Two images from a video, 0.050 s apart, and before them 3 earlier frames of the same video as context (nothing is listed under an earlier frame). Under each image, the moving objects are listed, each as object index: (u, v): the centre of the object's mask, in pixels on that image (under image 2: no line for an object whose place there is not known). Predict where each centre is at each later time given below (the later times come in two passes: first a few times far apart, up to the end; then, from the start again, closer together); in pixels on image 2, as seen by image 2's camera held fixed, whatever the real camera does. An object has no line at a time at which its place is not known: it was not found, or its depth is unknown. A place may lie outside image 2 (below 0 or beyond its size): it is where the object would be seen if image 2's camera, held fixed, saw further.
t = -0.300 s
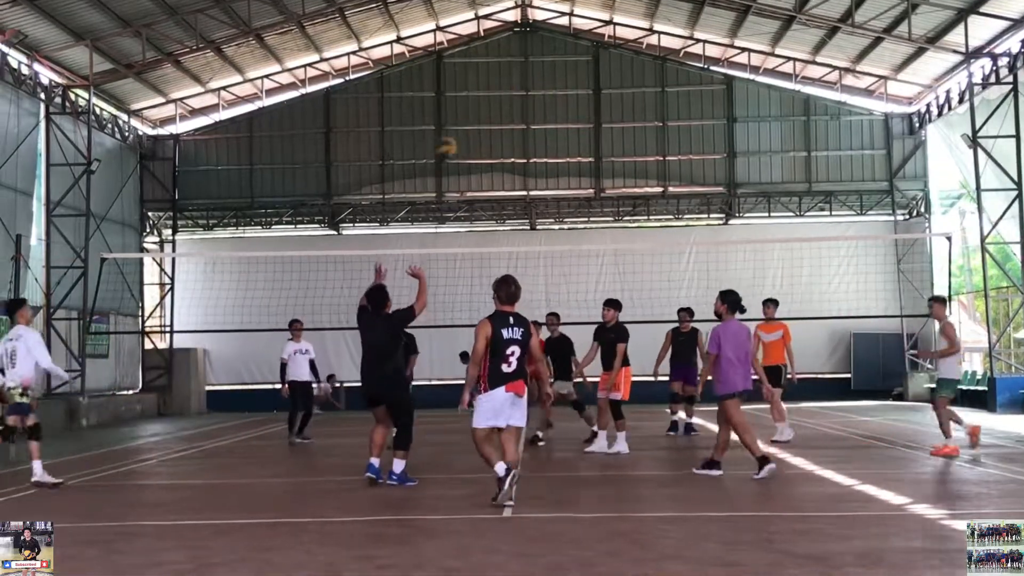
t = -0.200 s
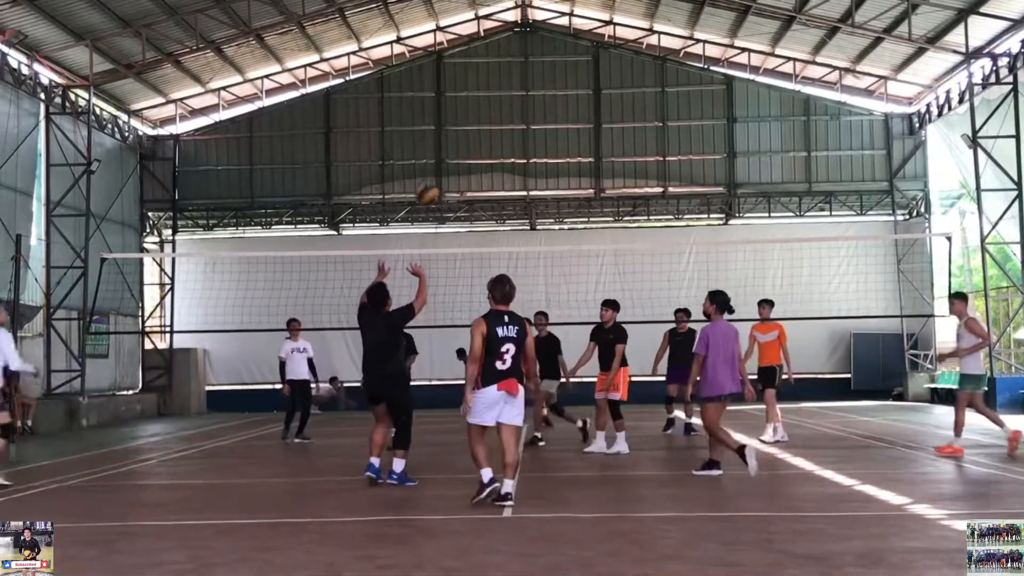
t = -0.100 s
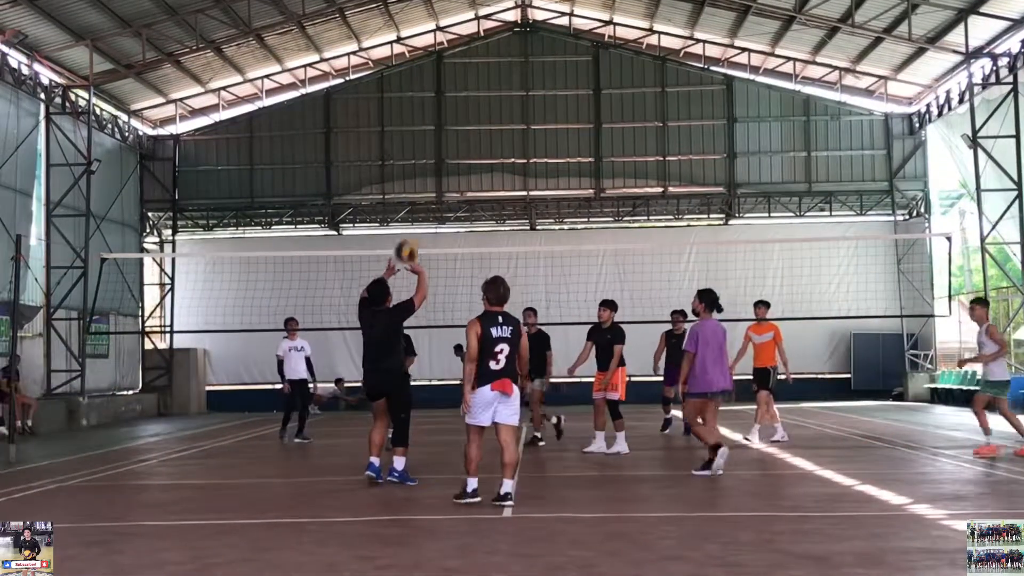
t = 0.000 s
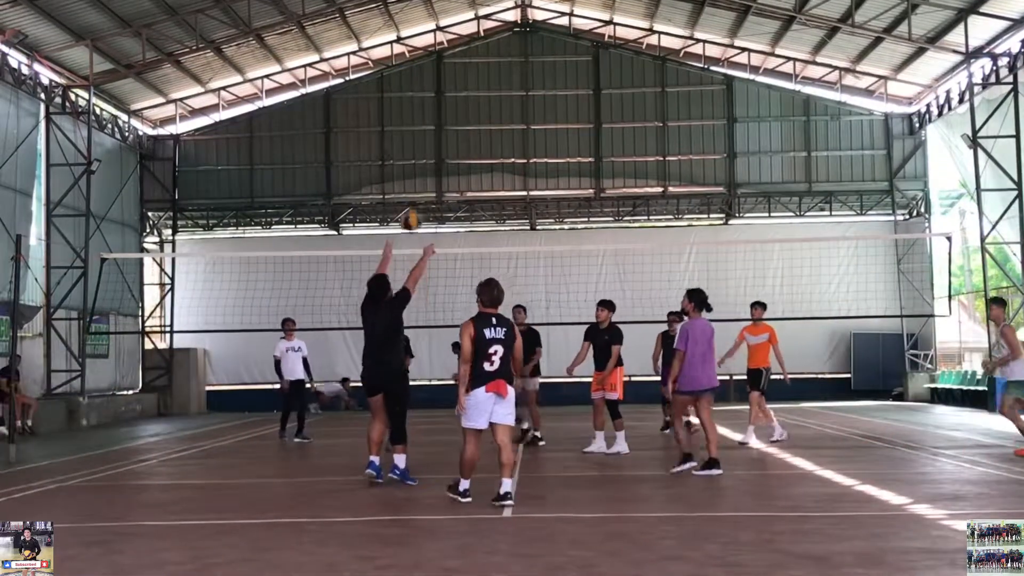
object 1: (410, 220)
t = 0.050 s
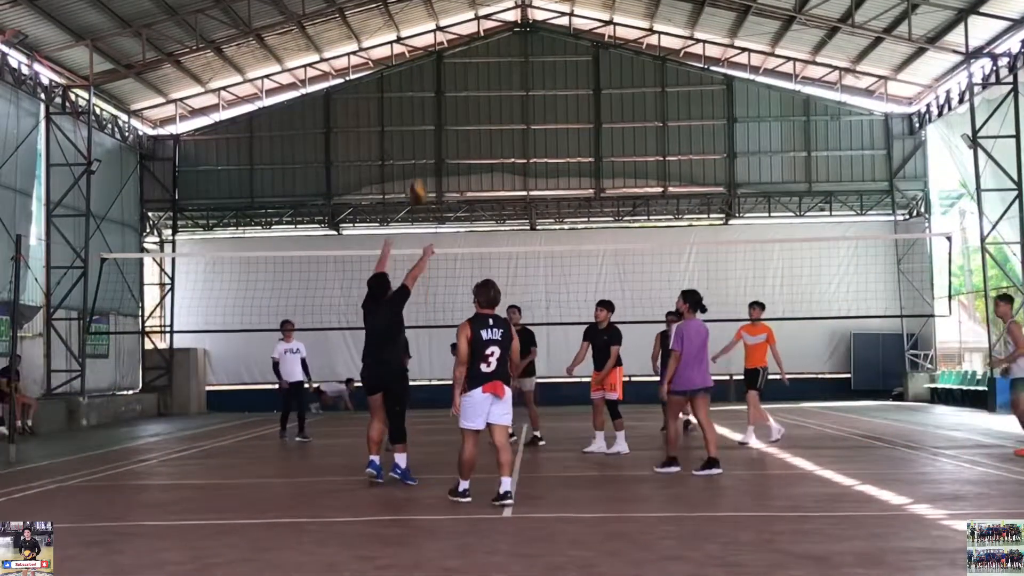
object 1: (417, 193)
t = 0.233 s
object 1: (438, 110)
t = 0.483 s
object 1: (466, 68)
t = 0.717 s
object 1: (489, 84)
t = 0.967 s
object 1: (515, 154)
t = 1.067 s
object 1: (525, 196)
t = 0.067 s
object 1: (418, 182)
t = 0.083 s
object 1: (420, 175)
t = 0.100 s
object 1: (424, 164)
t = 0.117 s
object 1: (424, 157)
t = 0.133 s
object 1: (427, 149)
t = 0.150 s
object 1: (429, 143)
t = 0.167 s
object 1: (430, 136)
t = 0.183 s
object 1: (434, 129)
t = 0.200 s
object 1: (434, 122)
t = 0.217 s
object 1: (436, 116)
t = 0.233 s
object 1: (438, 110)
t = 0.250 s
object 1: (440, 105)
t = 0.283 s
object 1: (442, 96)
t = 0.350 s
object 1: (450, 81)
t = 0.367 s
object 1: (451, 78)
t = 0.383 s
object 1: (452, 77)
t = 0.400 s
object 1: (454, 75)
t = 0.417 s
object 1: (455, 73)
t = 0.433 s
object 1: (460, 71)
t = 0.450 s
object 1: (462, 70)
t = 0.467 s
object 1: (464, 69)
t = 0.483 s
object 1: (466, 68)
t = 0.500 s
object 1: (467, 66)
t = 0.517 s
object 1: (469, 66)
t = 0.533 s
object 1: (470, 66)
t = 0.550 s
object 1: (473, 66)
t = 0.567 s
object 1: (474, 67)
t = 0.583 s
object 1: (476, 67)
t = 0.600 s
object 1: (478, 69)
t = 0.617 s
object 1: (480, 70)
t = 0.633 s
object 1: (481, 73)
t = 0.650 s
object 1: (482, 73)
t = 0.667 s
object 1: (486, 76)
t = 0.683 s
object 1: (487, 77)
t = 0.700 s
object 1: (488, 80)
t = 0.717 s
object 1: (489, 84)
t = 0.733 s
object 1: (491, 86)
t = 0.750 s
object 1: (493, 90)
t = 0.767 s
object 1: (495, 94)
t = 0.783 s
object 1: (497, 96)
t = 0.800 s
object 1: (498, 101)
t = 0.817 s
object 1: (500, 105)
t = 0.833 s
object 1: (502, 111)
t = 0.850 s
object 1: (504, 115)
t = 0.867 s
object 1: (505, 120)
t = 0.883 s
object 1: (506, 126)
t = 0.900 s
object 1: (509, 129)
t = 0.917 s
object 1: (510, 136)
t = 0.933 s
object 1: (512, 143)
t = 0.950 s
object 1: (513, 148)
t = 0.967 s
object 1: (515, 154)
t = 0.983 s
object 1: (517, 161)
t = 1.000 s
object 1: (519, 167)
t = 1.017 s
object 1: (520, 175)
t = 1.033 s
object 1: (521, 181)
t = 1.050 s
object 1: (522, 189)
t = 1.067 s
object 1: (525, 196)
